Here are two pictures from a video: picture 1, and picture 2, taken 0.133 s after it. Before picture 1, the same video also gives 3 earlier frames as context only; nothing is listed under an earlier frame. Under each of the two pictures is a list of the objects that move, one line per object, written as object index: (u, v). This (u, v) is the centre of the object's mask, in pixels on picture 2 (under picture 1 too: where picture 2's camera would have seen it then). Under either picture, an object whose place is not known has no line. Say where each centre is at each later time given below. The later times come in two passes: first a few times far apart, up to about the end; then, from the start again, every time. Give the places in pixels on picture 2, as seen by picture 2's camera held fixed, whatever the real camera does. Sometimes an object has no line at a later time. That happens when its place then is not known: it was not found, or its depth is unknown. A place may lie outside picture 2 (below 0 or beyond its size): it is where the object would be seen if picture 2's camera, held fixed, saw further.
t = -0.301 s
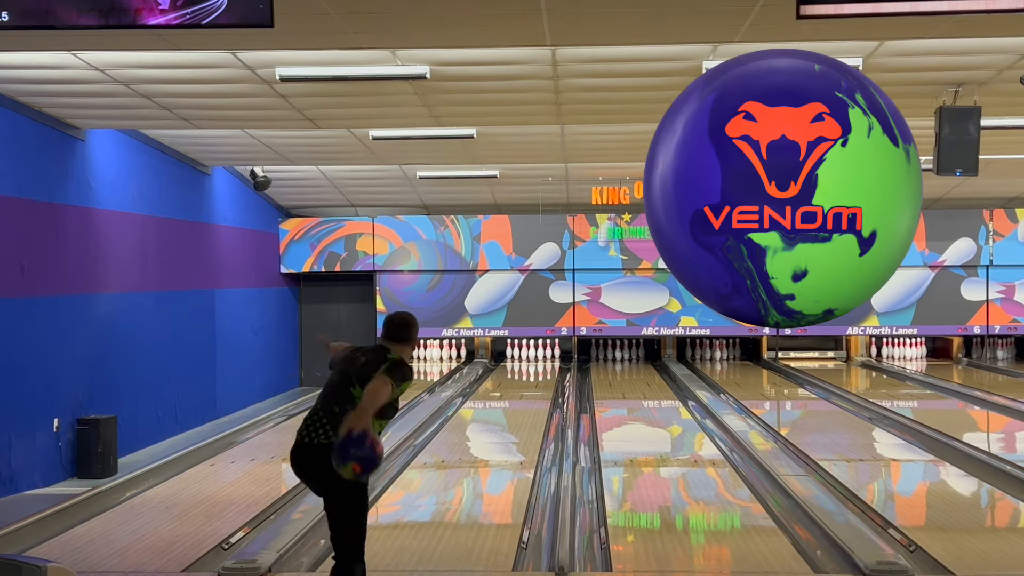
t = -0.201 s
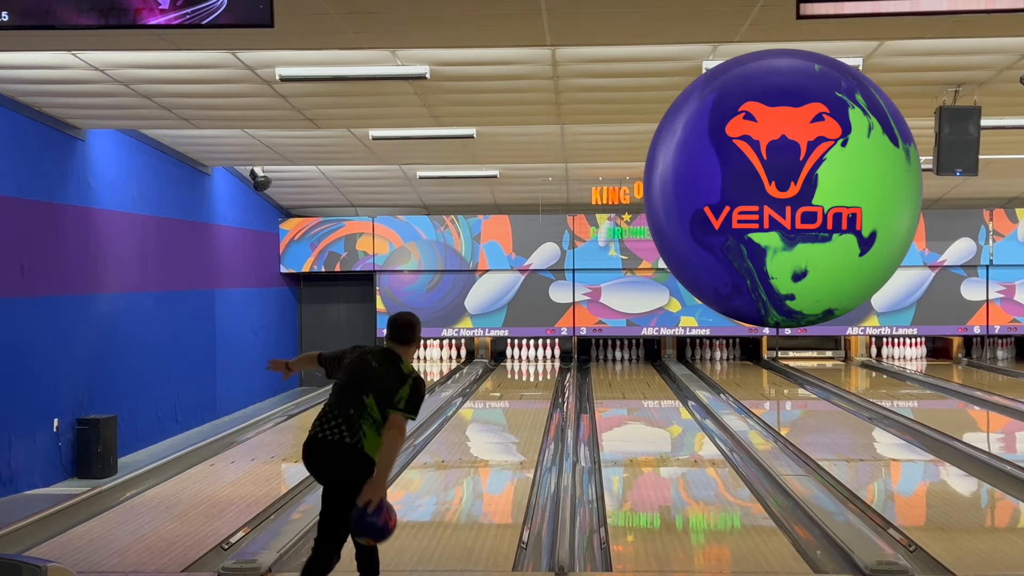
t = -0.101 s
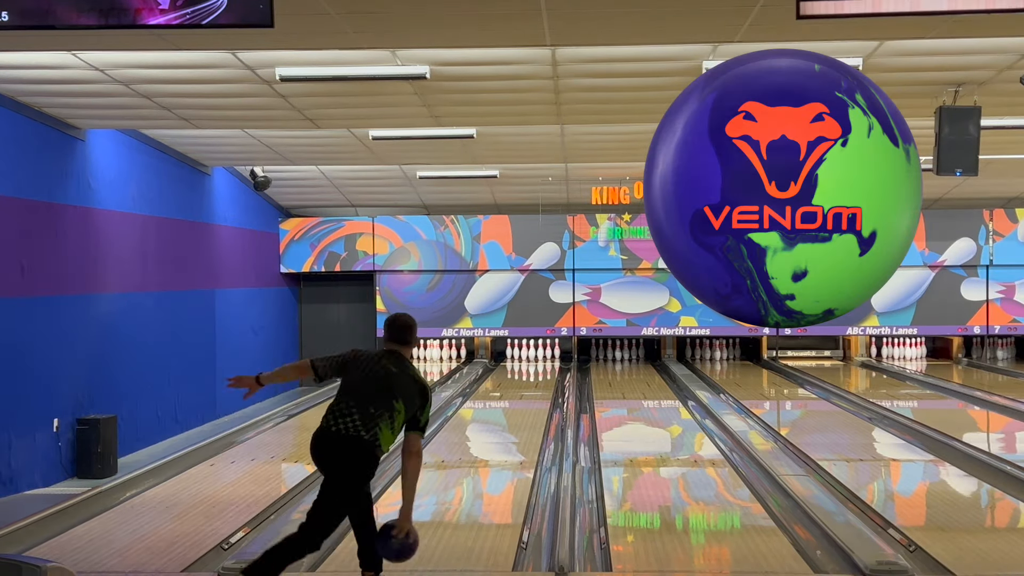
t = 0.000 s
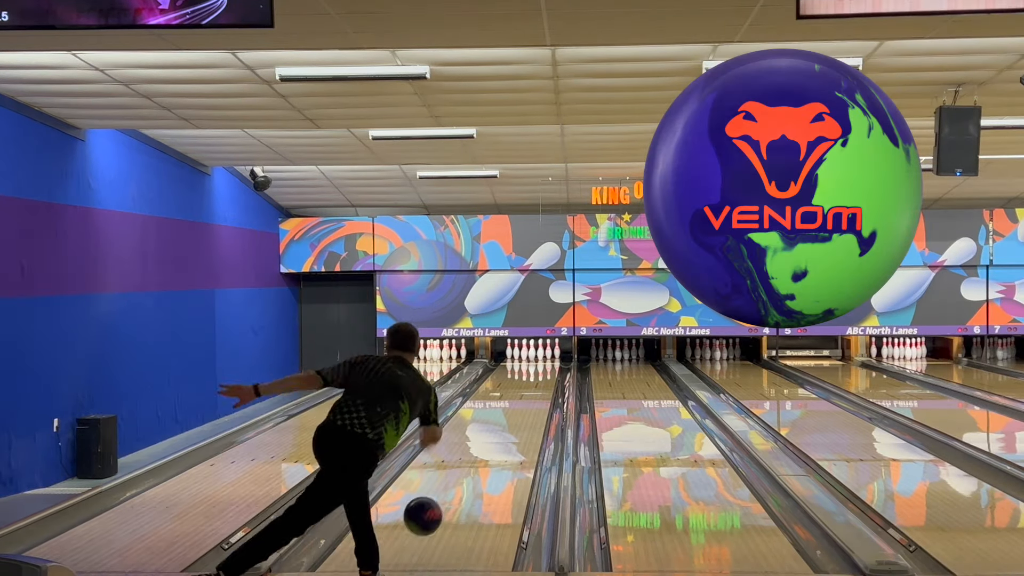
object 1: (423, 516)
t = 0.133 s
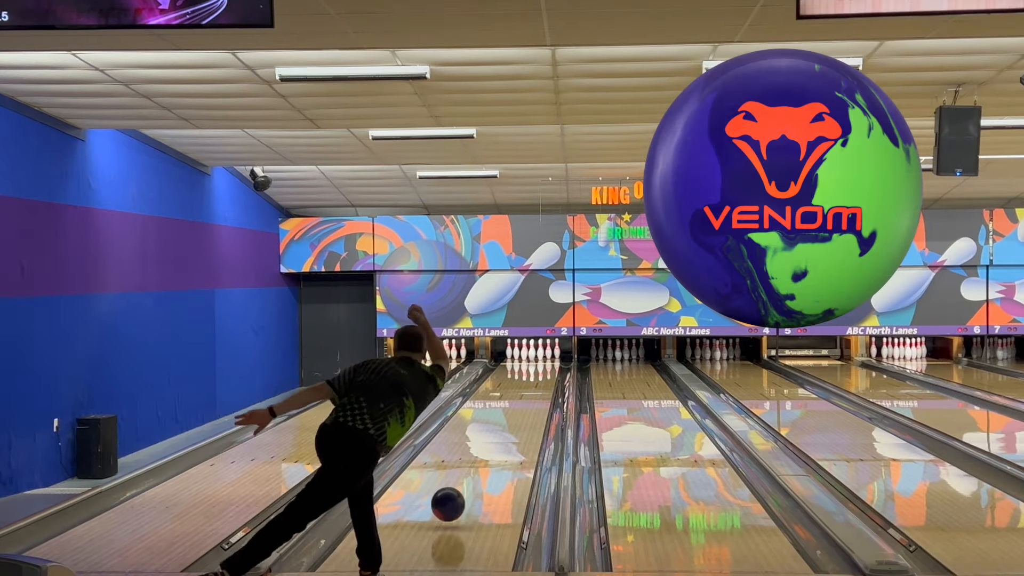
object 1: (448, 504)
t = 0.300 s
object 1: (472, 479)
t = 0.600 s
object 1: (501, 440)
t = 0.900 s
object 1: (520, 414)
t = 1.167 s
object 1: (532, 397)
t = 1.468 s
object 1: (540, 383)
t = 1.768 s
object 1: (544, 372)
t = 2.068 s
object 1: (544, 364)
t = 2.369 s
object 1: (539, 358)
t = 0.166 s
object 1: (453, 503)
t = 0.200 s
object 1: (458, 496)
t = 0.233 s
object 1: (463, 490)
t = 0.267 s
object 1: (467, 485)
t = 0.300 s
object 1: (472, 479)
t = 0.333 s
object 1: (476, 473)
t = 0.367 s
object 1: (479, 469)
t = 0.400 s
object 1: (483, 464)
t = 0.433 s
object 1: (486, 459)
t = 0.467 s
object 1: (490, 455)
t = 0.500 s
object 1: (493, 451)
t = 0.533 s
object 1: (496, 447)
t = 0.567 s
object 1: (498, 443)
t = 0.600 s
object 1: (501, 440)
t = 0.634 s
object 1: (504, 437)
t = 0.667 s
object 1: (506, 434)
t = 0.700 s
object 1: (508, 431)
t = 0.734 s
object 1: (510, 428)
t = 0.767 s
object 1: (513, 425)
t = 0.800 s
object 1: (515, 422)
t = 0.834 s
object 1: (516, 420)
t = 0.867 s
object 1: (518, 417)
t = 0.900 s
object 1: (520, 414)
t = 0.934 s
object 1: (522, 412)
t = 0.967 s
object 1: (524, 410)
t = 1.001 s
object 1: (525, 407)
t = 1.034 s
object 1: (526, 405)
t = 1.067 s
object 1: (528, 403)
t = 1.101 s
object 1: (529, 401)
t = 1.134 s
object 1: (531, 399)
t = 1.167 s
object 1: (532, 397)
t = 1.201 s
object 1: (533, 395)
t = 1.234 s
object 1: (534, 394)
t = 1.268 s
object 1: (535, 392)
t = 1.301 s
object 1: (536, 391)
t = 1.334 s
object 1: (537, 389)
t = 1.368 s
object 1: (538, 387)
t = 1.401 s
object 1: (538, 386)
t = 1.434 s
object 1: (539, 384)
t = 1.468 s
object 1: (540, 383)
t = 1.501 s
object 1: (541, 382)
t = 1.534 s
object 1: (542, 380)
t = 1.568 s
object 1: (542, 379)
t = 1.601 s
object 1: (542, 378)
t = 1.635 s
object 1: (543, 377)
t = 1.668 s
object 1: (544, 375)
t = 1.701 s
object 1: (544, 374)
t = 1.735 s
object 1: (544, 373)
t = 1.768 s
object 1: (544, 372)
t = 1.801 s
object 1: (544, 371)
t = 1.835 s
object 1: (545, 369)
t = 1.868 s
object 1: (545, 369)
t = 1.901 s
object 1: (545, 367)
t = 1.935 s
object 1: (545, 367)
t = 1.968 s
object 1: (545, 366)
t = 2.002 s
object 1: (544, 365)
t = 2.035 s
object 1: (544, 364)
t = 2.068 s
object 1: (544, 364)
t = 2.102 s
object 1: (543, 363)
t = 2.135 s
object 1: (543, 362)
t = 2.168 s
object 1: (542, 361)
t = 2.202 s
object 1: (542, 360)
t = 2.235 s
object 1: (541, 359)
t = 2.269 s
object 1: (541, 359)
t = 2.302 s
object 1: (540, 358)
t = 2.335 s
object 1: (540, 358)
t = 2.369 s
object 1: (539, 358)
